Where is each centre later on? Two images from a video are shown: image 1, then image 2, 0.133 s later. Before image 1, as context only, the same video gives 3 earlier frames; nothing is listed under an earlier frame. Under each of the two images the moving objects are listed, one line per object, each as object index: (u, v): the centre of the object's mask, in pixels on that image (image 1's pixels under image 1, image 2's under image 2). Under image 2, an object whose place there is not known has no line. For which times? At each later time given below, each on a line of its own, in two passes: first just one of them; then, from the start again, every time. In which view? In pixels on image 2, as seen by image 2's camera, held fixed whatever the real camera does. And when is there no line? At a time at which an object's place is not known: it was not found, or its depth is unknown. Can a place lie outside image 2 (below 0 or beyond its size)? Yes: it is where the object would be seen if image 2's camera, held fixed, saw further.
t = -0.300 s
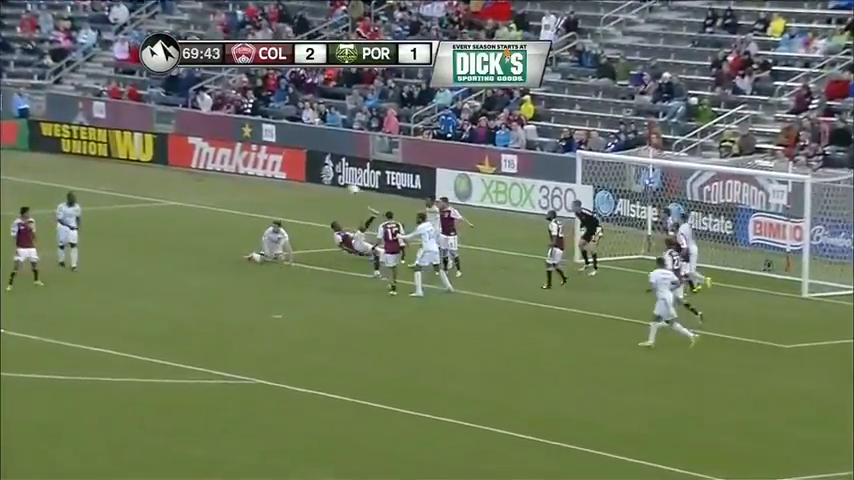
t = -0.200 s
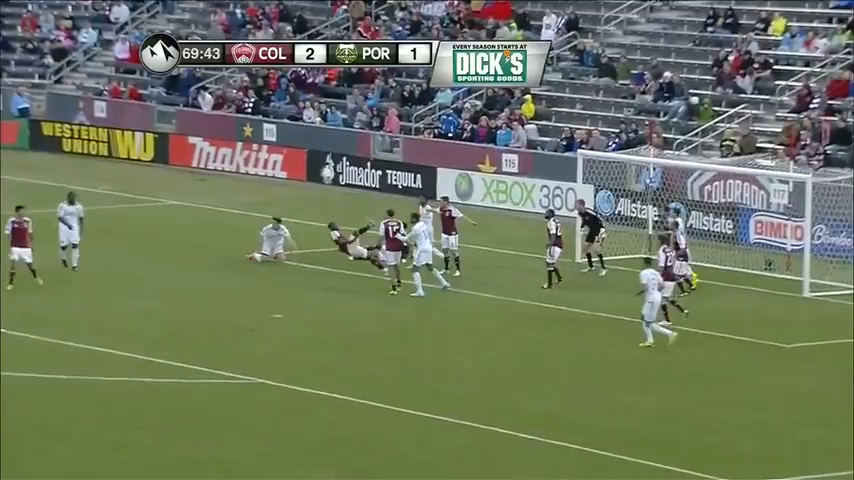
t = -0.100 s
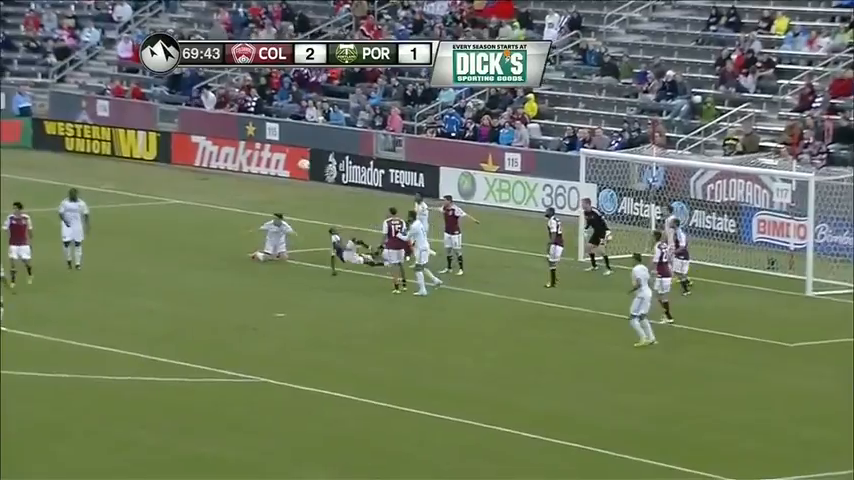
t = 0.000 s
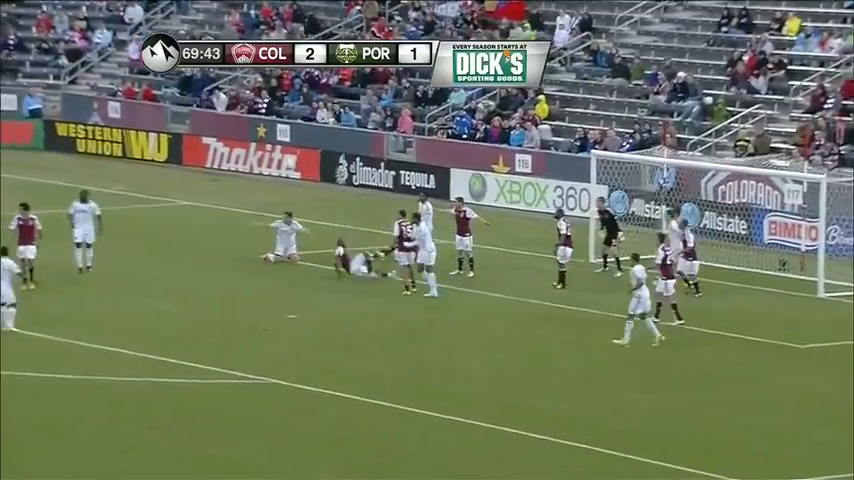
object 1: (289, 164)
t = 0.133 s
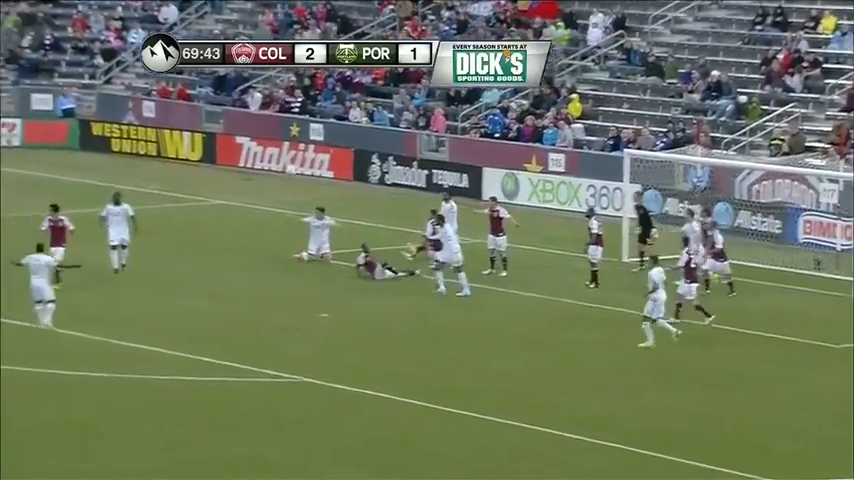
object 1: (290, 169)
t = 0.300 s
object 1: (253, 194)
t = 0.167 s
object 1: (283, 173)
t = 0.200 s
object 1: (274, 177)
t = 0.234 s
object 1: (267, 182)
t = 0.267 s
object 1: (260, 188)
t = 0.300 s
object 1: (253, 194)
